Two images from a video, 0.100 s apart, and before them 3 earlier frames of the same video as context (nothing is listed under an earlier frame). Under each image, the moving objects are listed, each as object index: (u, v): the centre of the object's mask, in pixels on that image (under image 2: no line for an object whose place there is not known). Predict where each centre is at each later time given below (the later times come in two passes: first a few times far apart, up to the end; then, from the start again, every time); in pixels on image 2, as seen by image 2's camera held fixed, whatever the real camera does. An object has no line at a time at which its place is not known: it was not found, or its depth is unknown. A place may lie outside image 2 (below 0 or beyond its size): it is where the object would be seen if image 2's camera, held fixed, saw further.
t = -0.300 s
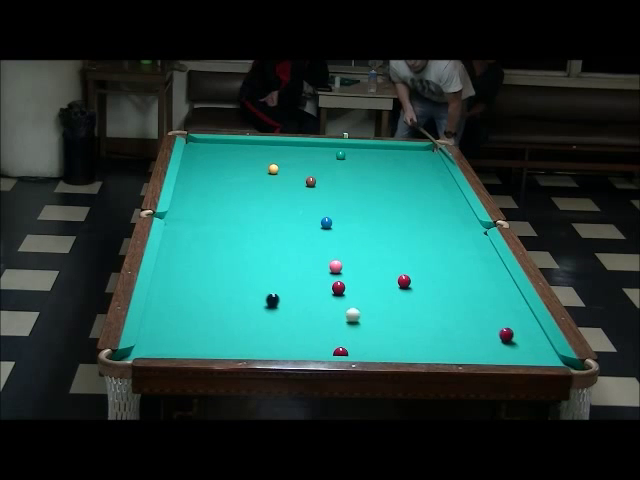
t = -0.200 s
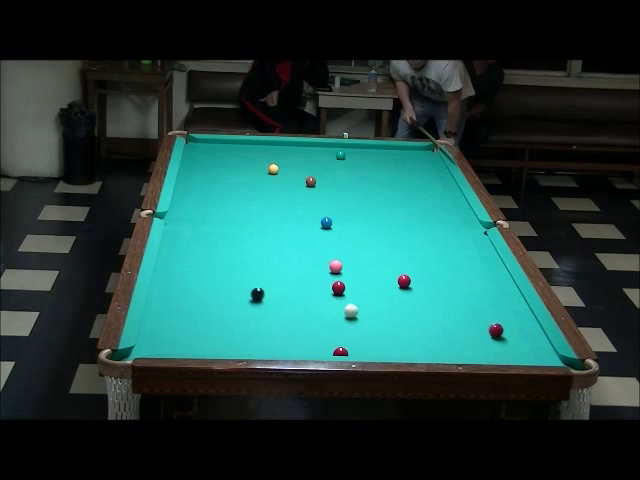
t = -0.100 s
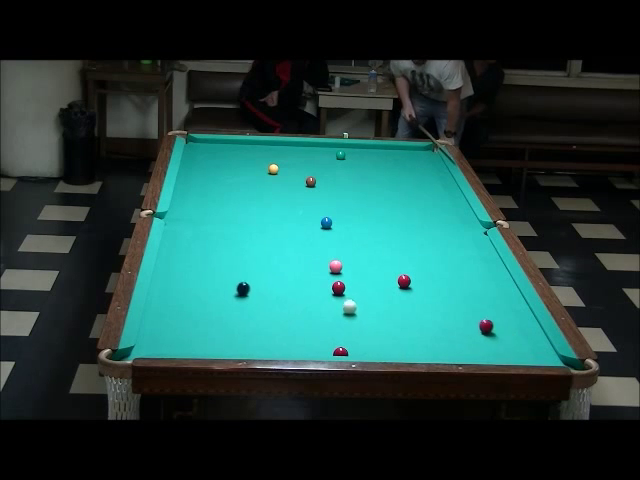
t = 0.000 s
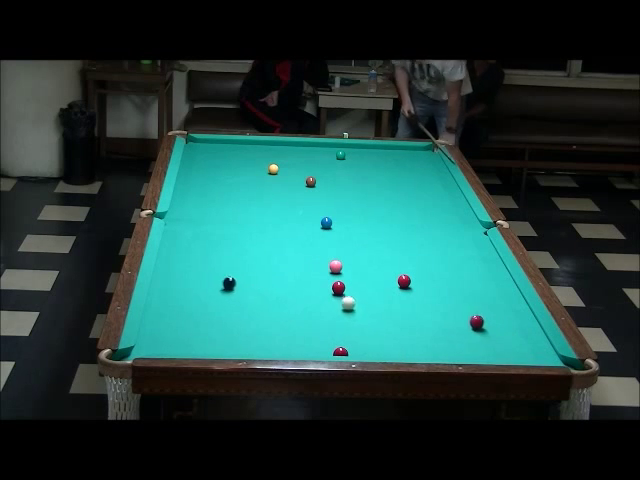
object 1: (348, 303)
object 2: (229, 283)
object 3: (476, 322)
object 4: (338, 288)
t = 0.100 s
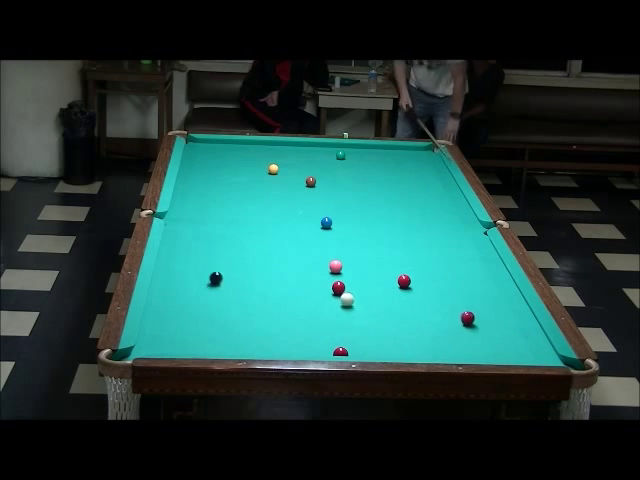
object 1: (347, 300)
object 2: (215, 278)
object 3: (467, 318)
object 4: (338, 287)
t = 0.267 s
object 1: (345, 295)
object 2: (194, 270)
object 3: (453, 311)
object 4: (337, 287)
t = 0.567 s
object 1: (350, 290)
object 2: (164, 257)
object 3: (430, 302)
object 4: (331, 283)
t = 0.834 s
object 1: (354, 288)
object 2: (186, 251)
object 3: (411, 294)
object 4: (326, 280)
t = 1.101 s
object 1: (357, 287)
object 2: (204, 246)
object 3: (395, 287)
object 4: (321, 278)
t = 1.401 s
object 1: (359, 286)
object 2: (223, 241)
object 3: (379, 281)
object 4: (317, 277)
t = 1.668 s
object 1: (359, 286)
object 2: (238, 237)
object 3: (367, 276)
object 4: (314, 276)
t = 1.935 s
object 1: (359, 286)
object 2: (250, 233)
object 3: (357, 272)
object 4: (314, 276)
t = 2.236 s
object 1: (359, 286)
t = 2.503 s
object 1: (359, 285)
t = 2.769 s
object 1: (359, 286)
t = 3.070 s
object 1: (359, 286)
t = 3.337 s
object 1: (359, 286)
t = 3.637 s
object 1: (359, 286)
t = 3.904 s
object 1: (359, 286)
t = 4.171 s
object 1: (359, 286)
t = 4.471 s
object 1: (359, 286)
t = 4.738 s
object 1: (359, 286)
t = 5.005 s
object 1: (359, 286)
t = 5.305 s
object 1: (359, 286)
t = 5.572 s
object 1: (359, 285)
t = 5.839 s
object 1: (359, 286)
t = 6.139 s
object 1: (359, 286)
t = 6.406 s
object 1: (359, 286)
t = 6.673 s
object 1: (359, 286)
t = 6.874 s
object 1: (359, 286)
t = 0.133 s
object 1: (346, 299)
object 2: (211, 276)
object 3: (464, 316)
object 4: (338, 287)
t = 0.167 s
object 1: (346, 297)
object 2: (207, 275)
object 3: (461, 315)
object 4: (338, 287)
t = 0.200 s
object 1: (346, 296)
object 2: (203, 273)
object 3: (458, 314)
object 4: (338, 287)
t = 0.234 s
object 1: (345, 295)
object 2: (198, 271)
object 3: (456, 313)
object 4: (337, 287)
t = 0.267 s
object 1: (345, 295)
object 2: (194, 270)
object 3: (453, 311)
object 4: (337, 287)
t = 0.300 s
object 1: (345, 293)
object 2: (190, 268)
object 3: (450, 311)
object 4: (337, 286)
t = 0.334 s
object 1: (345, 292)
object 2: (186, 267)
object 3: (447, 309)
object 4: (336, 286)
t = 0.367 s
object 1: (346, 292)
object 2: (182, 265)
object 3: (445, 308)
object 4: (336, 286)
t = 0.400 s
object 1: (347, 291)
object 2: (178, 263)
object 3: (442, 307)
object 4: (335, 286)
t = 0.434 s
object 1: (347, 291)
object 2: (174, 262)
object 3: (440, 306)
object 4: (335, 286)
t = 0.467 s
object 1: (348, 291)
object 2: (170, 261)
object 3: (437, 305)
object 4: (334, 285)
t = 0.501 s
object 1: (349, 291)
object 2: (167, 259)
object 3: (435, 304)
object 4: (333, 285)
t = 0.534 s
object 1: (350, 291)
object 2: (163, 257)
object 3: (432, 303)
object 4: (332, 284)
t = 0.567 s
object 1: (350, 290)
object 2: (164, 257)
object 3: (430, 302)
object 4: (331, 283)
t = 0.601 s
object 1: (351, 290)
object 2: (167, 256)
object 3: (427, 301)
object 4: (331, 283)
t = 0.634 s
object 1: (351, 290)
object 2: (170, 255)
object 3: (425, 300)
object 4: (330, 283)
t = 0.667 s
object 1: (352, 289)
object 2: (173, 255)
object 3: (422, 299)
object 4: (329, 282)
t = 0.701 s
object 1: (352, 289)
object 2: (176, 254)
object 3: (420, 298)
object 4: (328, 282)
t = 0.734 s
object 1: (353, 289)
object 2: (178, 253)
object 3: (418, 297)
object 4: (328, 281)
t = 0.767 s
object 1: (353, 289)
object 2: (181, 252)
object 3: (416, 296)
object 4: (327, 281)
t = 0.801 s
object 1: (354, 288)
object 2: (183, 252)
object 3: (413, 295)
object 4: (326, 281)
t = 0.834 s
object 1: (354, 288)
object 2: (186, 251)
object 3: (411, 294)
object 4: (326, 280)
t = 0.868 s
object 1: (355, 288)
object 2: (188, 250)
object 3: (409, 293)
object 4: (325, 280)
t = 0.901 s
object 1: (355, 288)
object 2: (191, 249)
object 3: (407, 292)
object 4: (324, 280)
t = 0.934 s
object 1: (355, 288)
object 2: (193, 249)
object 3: (405, 291)
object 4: (324, 279)
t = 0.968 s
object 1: (356, 288)
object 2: (196, 248)
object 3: (403, 291)
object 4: (323, 279)
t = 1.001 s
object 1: (356, 287)
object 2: (198, 247)
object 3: (401, 289)
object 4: (323, 279)
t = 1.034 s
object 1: (357, 287)
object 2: (200, 247)
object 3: (399, 289)
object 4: (322, 279)
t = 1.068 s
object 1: (357, 287)
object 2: (202, 246)
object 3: (397, 288)
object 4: (322, 278)
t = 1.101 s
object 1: (357, 287)
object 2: (204, 246)
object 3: (395, 287)
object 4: (321, 278)
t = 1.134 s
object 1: (358, 287)
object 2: (207, 245)
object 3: (393, 287)
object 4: (321, 278)
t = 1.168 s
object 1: (358, 287)
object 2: (209, 245)
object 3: (391, 286)
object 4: (320, 278)
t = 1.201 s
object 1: (358, 287)
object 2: (211, 244)
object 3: (390, 285)
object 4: (319, 278)
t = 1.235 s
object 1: (358, 286)
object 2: (213, 243)
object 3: (388, 284)
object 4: (319, 277)
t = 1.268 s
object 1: (358, 286)
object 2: (215, 243)
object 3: (386, 284)
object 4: (319, 277)
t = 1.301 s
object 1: (359, 286)
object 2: (217, 242)
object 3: (384, 283)
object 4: (318, 277)
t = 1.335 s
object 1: (359, 286)
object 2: (219, 242)
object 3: (383, 282)
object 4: (318, 277)
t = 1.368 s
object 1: (359, 286)
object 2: (221, 241)
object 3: (381, 282)
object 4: (317, 277)
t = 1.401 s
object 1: (359, 286)
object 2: (223, 241)
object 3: (379, 281)
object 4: (317, 277)
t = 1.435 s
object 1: (359, 286)
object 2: (225, 240)
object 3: (378, 280)
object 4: (316, 277)
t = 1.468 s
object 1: (359, 286)
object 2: (227, 240)
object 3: (376, 279)
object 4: (316, 276)
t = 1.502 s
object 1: (359, 286)
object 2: (229, 239)
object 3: (375, 279)
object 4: (316, 276)
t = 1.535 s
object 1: (359, 285)
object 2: (230, 239)
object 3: (373, 278)
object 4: (315, 276)
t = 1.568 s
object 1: (359, 285)
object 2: (232, 238)
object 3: (372, 278)
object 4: (315, 276)
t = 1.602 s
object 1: (359, 285)
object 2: (234, 238)
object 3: (370, 277)
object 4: (315, 276)
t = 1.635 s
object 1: (359, 286)
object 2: (236, 237)
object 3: (369, 276)
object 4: (314, 276)
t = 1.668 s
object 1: (359, 286)
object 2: (238, 237)
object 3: (367, 276)
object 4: (314, 276)
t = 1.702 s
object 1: (359, 286)
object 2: (239, 236)
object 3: (366, 275)
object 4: (314, 276)
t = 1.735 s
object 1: (359, 286)
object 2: (241, 236)
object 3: (365, 274)
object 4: (314, 276)
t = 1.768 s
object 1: (359, 286)
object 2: (242, 235)
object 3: (363, 274)
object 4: (314, 276)
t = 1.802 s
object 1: (359, 286)
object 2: (244, 235)
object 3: (362, 273)
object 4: (314, 276)
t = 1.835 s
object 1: (359, 286)
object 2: (245, 235)
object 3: (361, 273)
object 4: (314, 276)
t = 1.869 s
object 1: (359, 286)
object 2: (247, 234)
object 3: (359, 272)
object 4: (314, 276)
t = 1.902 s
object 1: (359, 286)
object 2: (249, 234)
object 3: (358, 272)
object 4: (314, 276)
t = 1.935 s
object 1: (359, 286)
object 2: (250, 233)
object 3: (357, 272)
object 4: (314, 276)
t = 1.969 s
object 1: (359, 286)
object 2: (252, 233)
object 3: (356, 271)
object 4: (314, 276)
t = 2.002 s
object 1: (359, 286)
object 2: (253, 232)
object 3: (355, 271)
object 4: (314, 276)
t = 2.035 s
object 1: (359, 286)
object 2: (255, 232)
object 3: (354, 271)
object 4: (314, 276)
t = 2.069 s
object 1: (359, 286)
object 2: (256, 232)
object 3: (352, 270)
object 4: (314, 276)
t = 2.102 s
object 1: (359, 286)
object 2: (257, 231)
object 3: (351, 270)
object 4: (314, 276)
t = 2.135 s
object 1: (359, 286)
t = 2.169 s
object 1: (359, 286)
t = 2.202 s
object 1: (359, 286)
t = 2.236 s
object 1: (359, 286)
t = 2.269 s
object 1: (359, 286)
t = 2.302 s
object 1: (359, 286)
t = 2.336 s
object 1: (359, 286)
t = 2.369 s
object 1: (359, 285)
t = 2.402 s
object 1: (359, 285)
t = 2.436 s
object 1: (359, 285)
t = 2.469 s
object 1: (359, 285)
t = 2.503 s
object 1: (359, 285)
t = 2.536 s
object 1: (359, 285)
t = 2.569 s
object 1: (359, 285)
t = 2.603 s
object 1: (359, 285)
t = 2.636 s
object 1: (359, 285)
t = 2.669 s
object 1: (359, 285)
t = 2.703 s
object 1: (359, 285)
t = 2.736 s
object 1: (359, 286)
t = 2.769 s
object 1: (359, 286)
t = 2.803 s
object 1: (359, 286)
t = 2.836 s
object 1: (359, 286)
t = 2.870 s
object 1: (359, 286)
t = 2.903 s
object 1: (359, 286)
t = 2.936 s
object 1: (359, 286)
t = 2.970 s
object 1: (359, 286)
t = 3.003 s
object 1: (359, 286)
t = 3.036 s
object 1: (359, 286)
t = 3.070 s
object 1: (359, 286)
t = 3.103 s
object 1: (359, 286)
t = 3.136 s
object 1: (359, 286)
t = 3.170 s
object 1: (359, 285)
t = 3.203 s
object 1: (359, 286)
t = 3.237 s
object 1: (359, 286)
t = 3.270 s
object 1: (359, 286)
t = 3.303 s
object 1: (359, 286)
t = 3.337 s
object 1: (359, 286)
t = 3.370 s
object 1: (359, 286)
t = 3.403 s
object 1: (359, 286)
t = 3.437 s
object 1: (359, 286)
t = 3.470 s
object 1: (359, 286)
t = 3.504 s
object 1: (359, 286)
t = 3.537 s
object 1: (359, 286)
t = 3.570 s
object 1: (359, 286)
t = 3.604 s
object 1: (359, 286)
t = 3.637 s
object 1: (359, 286)
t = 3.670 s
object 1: (359, 286)
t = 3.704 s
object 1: (359, 286)
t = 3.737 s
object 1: (359, 286)
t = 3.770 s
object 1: (359, 286)
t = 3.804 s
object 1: (359, 286)
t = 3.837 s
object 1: (359, 286)
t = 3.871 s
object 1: (359, 286)
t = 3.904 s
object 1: (359, 286)
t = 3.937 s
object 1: (359, 286)
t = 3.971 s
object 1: (359, 286)
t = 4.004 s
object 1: (359, 286)
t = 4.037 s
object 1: (359, 286)
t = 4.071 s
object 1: (359, 286)
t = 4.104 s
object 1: (359, 286)
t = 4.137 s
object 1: (359, 286)
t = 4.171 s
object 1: (359, 286)
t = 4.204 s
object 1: (359, 286)
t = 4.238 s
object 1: (359, 286)
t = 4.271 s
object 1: (359, 286)
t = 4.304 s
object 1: (359, 286)
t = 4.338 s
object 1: (359, 286)
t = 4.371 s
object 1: (359, 286)
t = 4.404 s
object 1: (359, 286)
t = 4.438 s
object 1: (359, 286)
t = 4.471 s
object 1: (359, 286)
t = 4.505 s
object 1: (359, 286)
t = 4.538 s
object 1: (359, 286)
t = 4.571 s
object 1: (359, 286)
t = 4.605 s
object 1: (359, 286)
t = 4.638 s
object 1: (359, 286)
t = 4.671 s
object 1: (359, 286)
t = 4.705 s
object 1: (359, 285)
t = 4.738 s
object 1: (359, 286)
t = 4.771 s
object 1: (359, 286)
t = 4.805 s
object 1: (359, 285)
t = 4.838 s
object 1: (359, 286)
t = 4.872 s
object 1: (359, 286)
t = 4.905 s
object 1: (359, 286)
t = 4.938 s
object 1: (359, 286)
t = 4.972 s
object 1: (359, 286)
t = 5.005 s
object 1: (359, 286)
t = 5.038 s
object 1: (359, 286)
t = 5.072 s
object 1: (359, 286)
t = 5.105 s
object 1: (359, 286)
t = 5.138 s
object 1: (359, 286)
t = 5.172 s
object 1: (359, 286)
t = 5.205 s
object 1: (359, 286)
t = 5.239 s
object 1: (359, 286)
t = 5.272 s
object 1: (359, 286)
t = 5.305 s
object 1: (359, 286)
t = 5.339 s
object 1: (359, 286)
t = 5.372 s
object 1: (359, 286)
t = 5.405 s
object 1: (359, 286)
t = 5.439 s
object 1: (359, 286)
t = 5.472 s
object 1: (359, 286)
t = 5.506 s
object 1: (359, 285)
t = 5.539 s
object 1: (359, 286)
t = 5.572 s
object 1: (359, 285)
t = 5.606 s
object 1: (359, 286)
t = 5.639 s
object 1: (359, 286)
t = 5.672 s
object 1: (359, 286)
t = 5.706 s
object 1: (359, 286)
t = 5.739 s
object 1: (359, 286)
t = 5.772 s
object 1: (359, 286)
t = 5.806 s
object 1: (359, 286)
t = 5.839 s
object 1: (359, 286)
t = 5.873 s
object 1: (359, 286)
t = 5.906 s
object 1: (359, 286)
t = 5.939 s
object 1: (359, 286)
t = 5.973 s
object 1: (359, 286)
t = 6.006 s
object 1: (359, 286)
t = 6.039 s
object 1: (359, 286)
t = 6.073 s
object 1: (359, 286)
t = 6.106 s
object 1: (359, 286)
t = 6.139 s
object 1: (359, 286)
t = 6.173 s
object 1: (359, 286)
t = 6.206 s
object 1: (359, 286)
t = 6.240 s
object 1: (359, 286)
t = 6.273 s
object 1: (359, 286)
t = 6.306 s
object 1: (359, 286)
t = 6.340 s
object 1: (359, 286)
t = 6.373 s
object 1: (359, 286)
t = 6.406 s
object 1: (359, 286)
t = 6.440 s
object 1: (359, 286)
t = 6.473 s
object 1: (359, 286)
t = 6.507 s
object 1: (359, 286)
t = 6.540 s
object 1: (359, 286)
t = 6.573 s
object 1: (359, 286)
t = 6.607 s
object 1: (359, 286)
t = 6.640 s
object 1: (359, 286)
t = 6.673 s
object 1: (359, 286)
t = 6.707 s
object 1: (359, 286)
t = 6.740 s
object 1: (359, 286)
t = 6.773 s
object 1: (359, 286)
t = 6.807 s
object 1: (359, 286)
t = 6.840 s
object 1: (359, 286)
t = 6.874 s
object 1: (359, 286)
